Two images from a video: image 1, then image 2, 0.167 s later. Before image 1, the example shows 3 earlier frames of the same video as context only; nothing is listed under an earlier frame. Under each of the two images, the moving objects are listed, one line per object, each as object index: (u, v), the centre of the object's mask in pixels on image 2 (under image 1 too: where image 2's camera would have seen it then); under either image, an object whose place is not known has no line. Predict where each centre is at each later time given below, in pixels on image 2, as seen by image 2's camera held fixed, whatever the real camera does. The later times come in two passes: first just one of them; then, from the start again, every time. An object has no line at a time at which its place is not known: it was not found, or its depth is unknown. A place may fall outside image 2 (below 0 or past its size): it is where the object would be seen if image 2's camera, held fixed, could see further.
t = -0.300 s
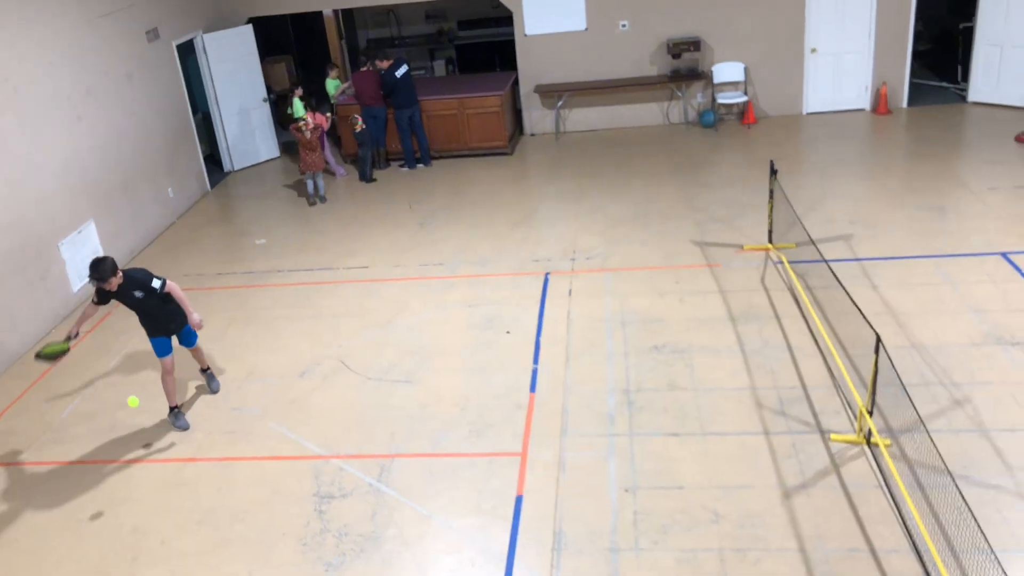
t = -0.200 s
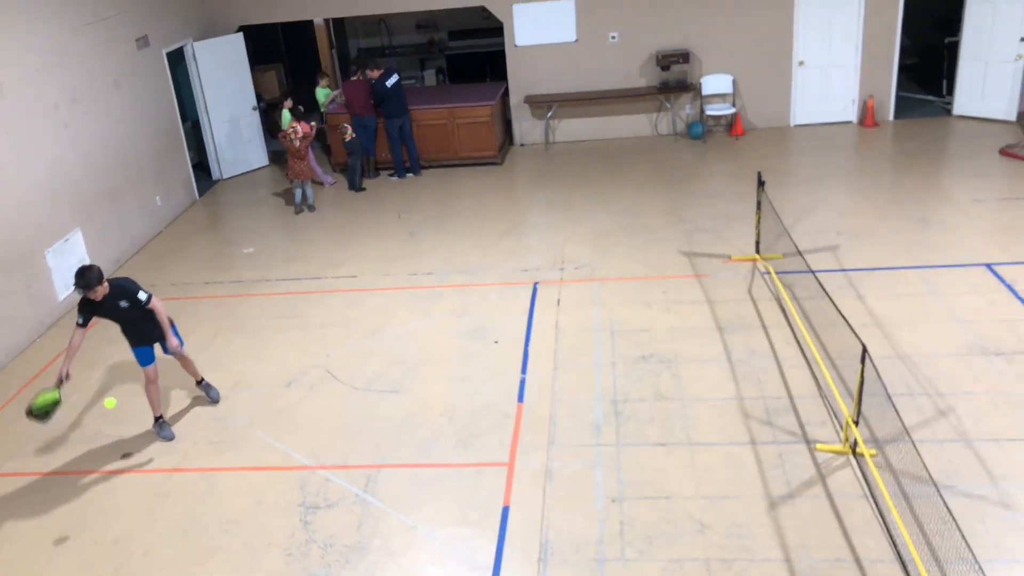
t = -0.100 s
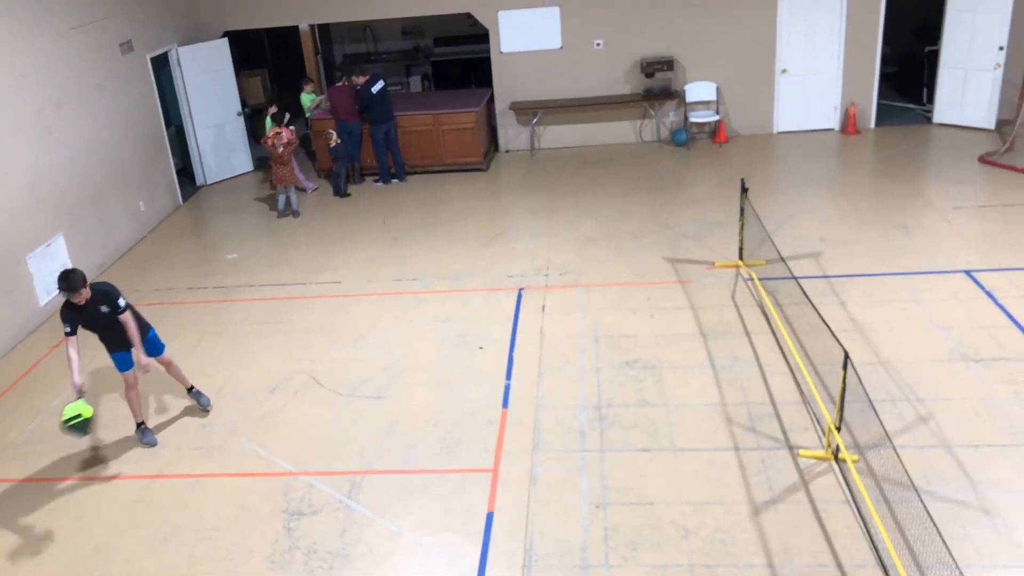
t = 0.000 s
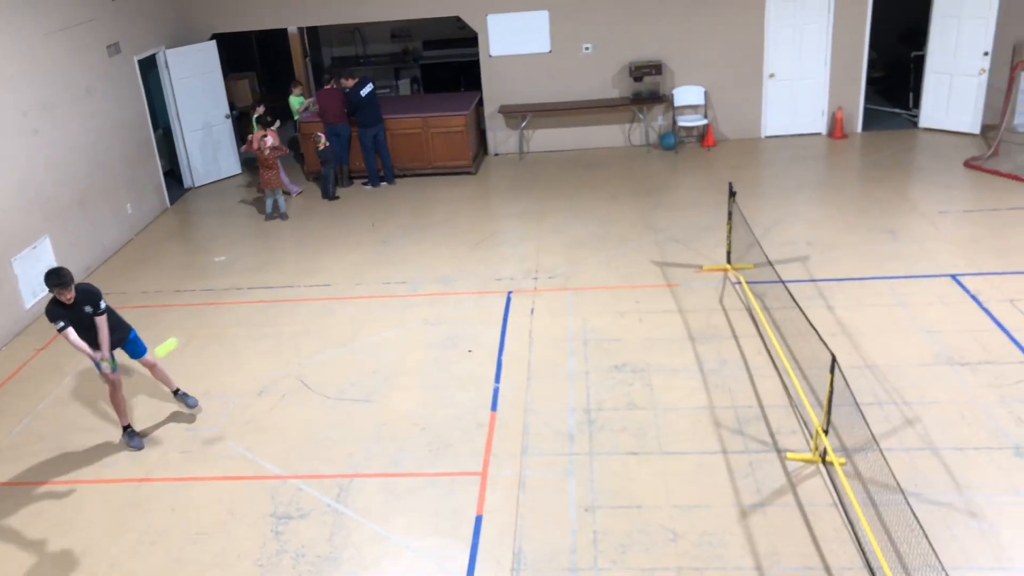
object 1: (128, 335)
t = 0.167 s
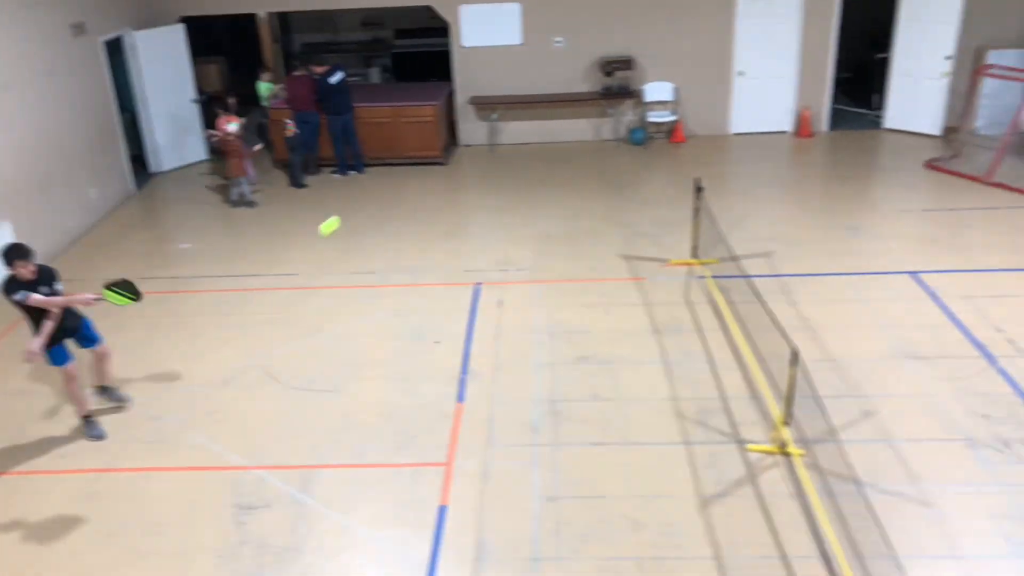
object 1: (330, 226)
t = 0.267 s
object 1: (459, 176)
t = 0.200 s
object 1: (372, 208)
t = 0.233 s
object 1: (416, 191)
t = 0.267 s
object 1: (459, 176)
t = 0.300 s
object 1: (504, 162)
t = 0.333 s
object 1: (549, 150)
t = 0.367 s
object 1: (594, 139)
